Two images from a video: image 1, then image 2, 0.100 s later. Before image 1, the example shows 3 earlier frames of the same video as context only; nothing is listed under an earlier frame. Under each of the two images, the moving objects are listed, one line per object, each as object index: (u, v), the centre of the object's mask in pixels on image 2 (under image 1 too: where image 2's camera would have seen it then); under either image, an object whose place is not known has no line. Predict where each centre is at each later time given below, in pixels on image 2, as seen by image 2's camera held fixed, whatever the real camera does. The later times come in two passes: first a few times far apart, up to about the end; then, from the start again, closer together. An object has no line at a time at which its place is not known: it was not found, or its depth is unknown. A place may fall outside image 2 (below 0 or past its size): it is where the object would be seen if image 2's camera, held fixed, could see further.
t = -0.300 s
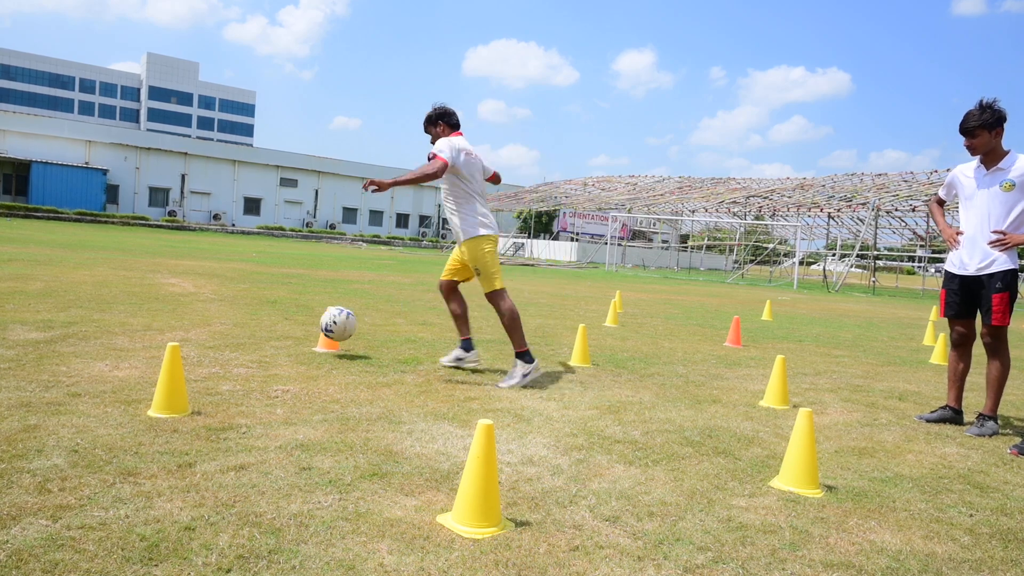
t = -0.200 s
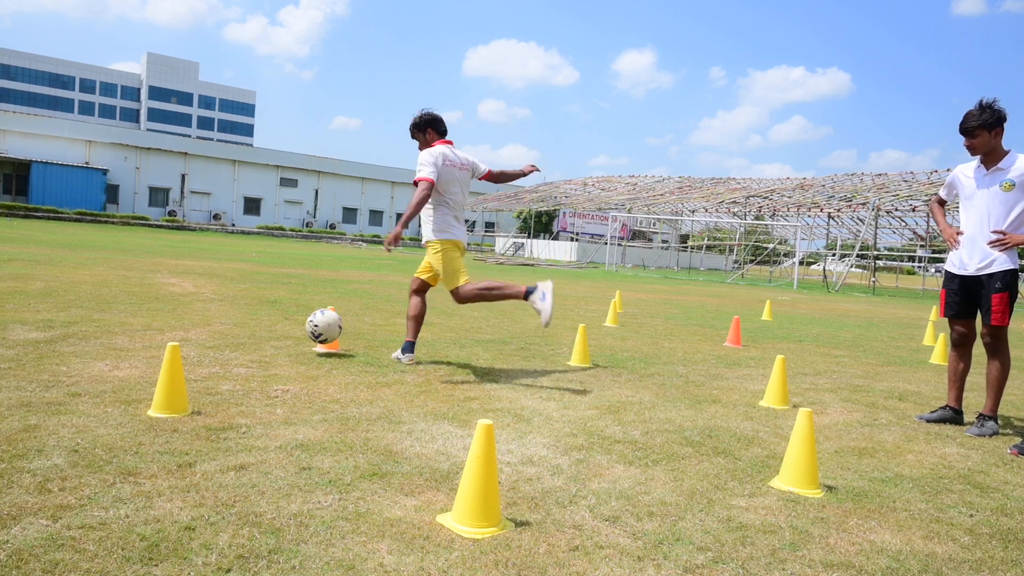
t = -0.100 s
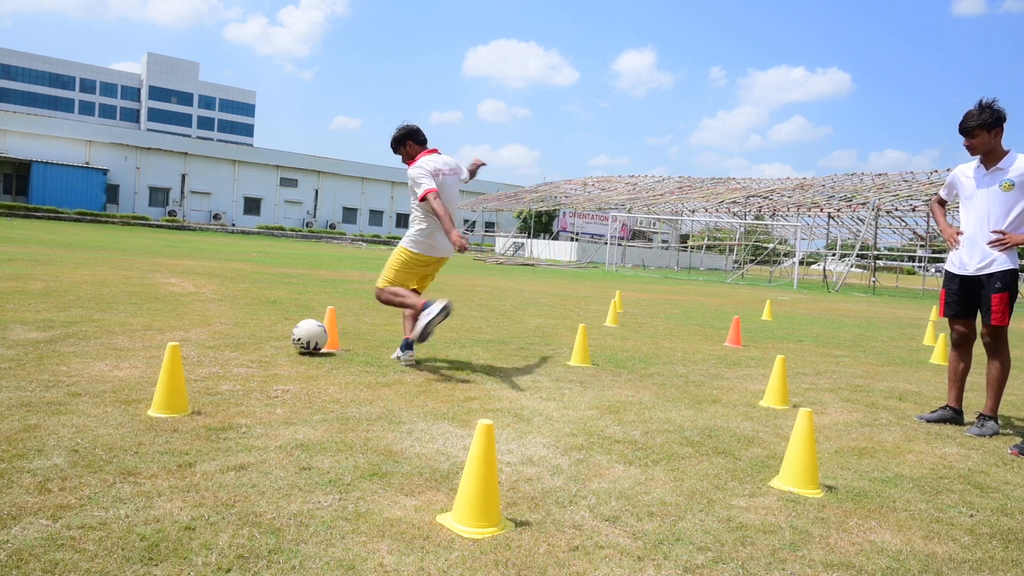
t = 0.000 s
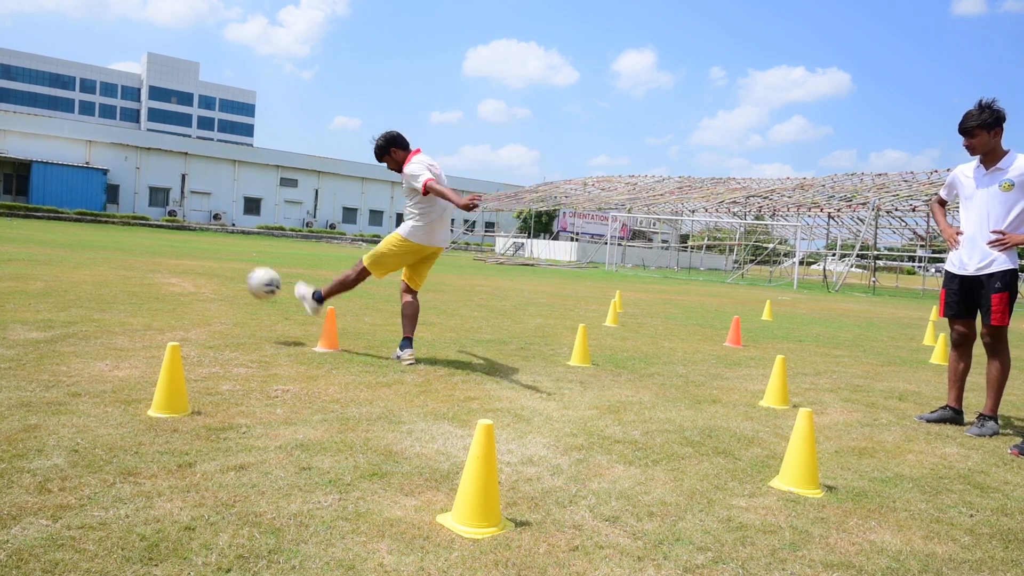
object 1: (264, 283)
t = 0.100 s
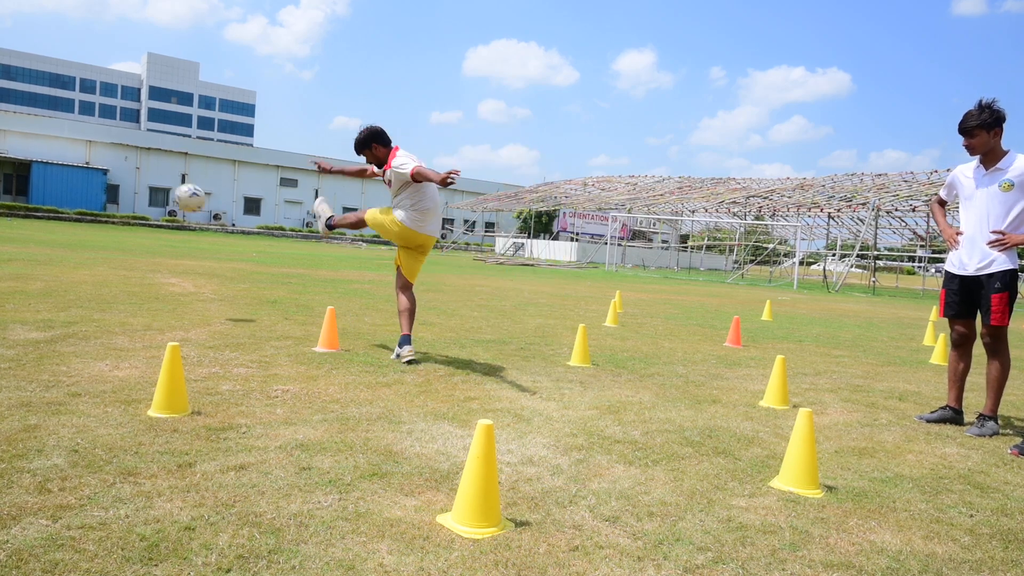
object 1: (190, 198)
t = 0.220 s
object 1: (127, 133)
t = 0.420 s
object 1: (58, 80)
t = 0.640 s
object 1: (7, 65)
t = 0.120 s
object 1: (178, 185)
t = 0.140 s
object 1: (166, 172)
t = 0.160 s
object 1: (156, 161)
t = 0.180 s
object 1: (146, 151)
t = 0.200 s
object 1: (136, 141)
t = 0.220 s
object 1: (127, 133)
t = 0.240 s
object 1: (118, 125)
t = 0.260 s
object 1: (110, 118)
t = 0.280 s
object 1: (102, 112)
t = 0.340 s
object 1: (81, 96)
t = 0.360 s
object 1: (75, 91)
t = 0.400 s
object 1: (63, 83)
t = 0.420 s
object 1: (58, 80)
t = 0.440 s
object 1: (52, 78)
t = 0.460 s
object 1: (47, 75)
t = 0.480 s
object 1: (42, 73)
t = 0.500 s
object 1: (37, 71)
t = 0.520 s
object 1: (32, 69)
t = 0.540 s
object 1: (28, 68)
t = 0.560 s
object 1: (23, 67)
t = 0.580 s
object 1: (19, 65)
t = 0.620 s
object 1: (10, 65)
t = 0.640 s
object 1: (7, 65)
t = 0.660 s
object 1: (5, 65)
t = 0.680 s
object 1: (3, 65)
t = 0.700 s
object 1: (2, 66)
